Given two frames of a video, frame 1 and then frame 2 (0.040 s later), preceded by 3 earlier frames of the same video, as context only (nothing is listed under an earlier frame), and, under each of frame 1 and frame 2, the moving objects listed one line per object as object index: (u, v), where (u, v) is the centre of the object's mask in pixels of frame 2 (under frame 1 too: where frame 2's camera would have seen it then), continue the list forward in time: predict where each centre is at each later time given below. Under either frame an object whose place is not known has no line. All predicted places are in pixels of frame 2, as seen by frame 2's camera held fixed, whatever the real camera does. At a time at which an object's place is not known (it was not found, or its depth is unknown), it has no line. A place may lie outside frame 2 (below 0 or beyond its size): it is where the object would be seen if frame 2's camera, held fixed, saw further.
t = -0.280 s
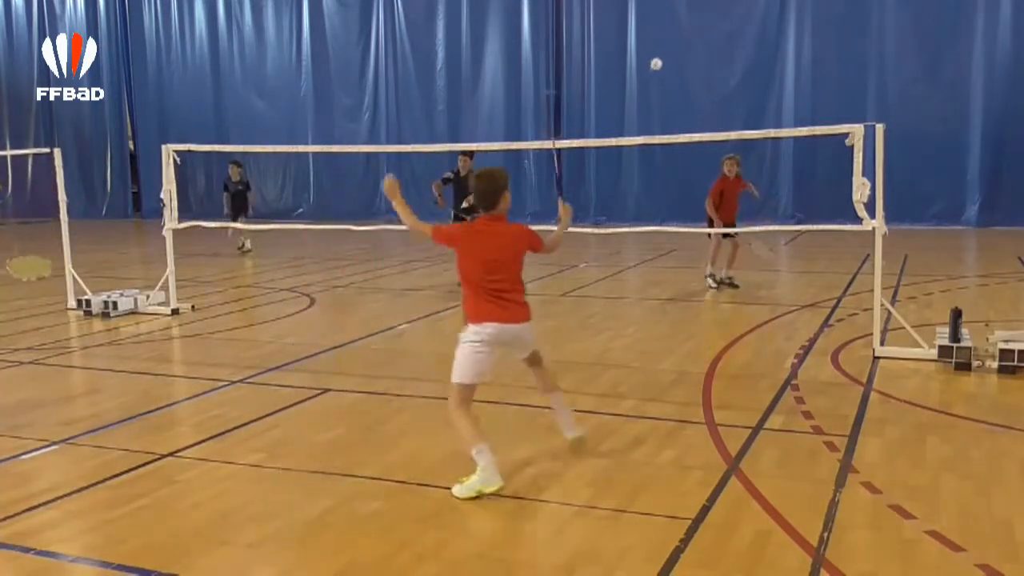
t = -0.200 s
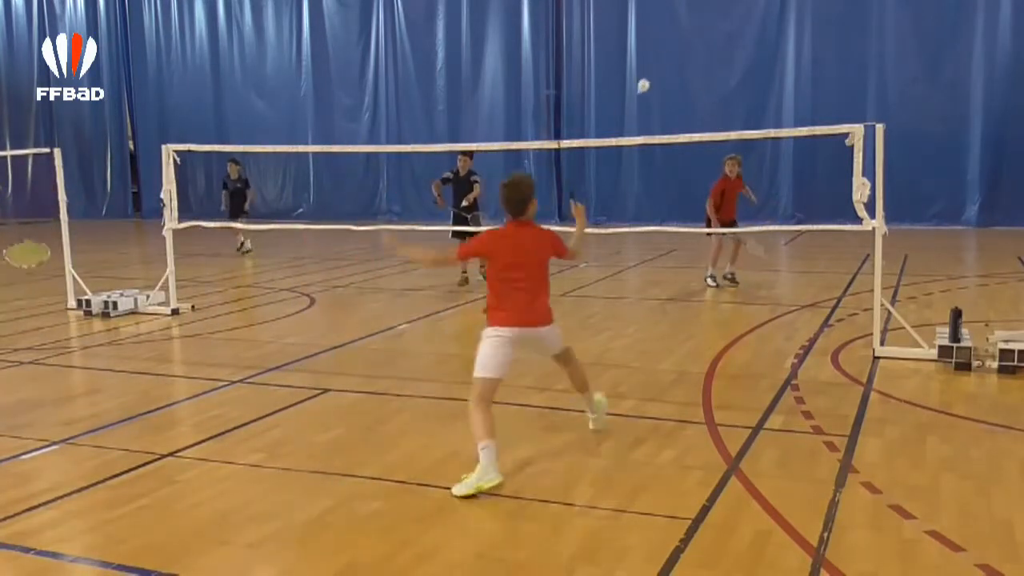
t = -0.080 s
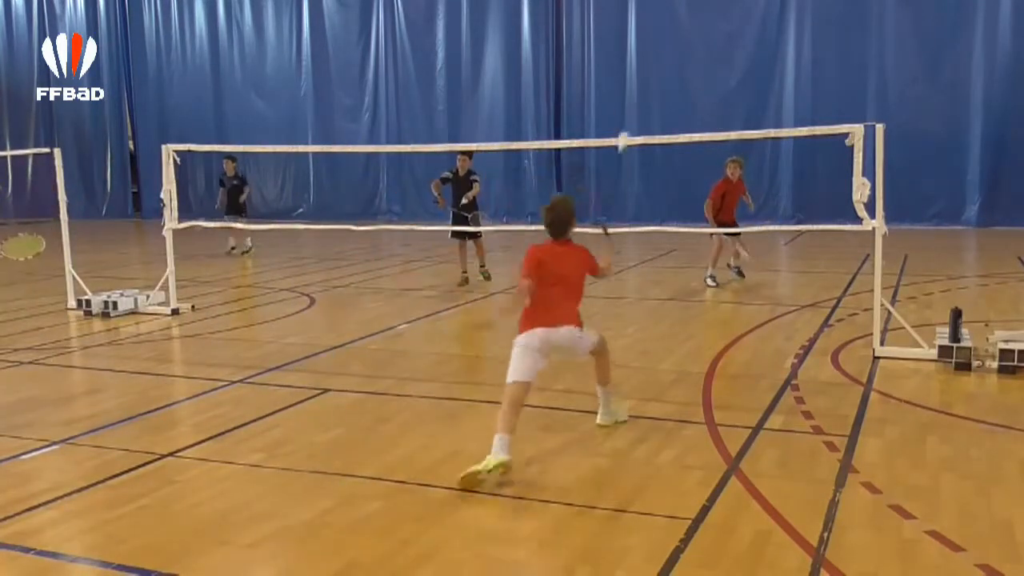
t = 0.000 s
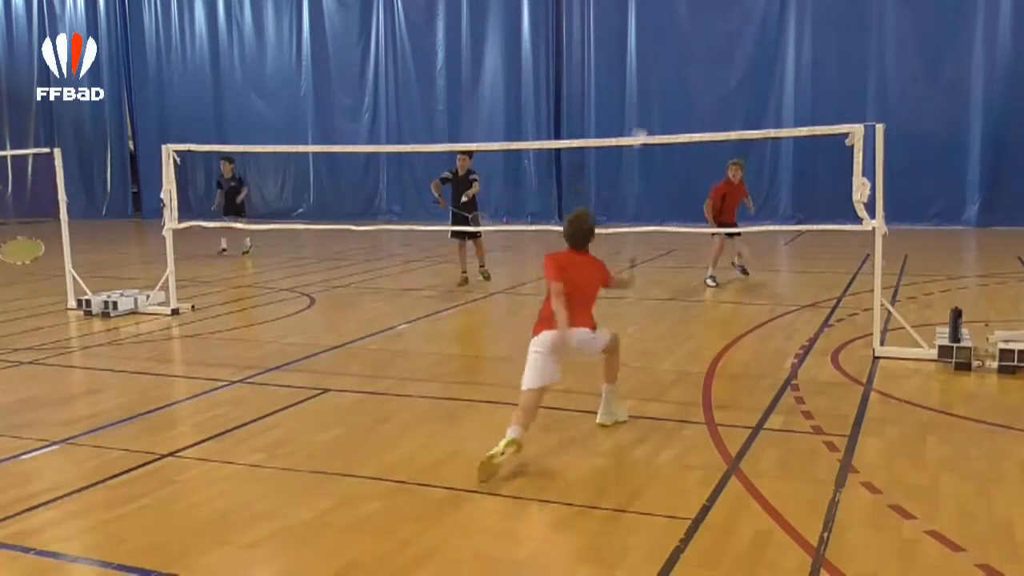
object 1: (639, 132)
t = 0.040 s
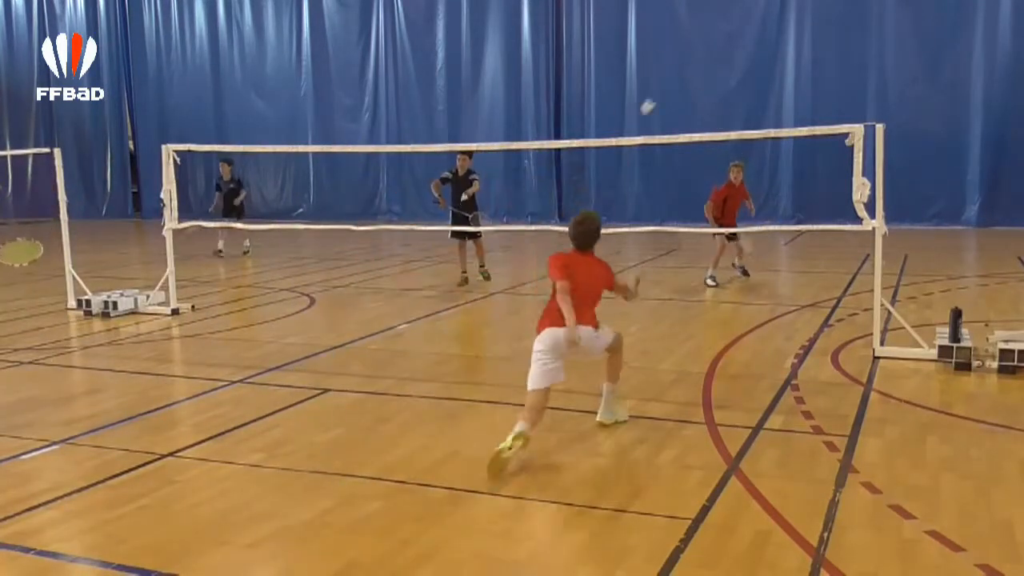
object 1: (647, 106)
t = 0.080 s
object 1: (665, 89)
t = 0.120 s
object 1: (678, 79)
